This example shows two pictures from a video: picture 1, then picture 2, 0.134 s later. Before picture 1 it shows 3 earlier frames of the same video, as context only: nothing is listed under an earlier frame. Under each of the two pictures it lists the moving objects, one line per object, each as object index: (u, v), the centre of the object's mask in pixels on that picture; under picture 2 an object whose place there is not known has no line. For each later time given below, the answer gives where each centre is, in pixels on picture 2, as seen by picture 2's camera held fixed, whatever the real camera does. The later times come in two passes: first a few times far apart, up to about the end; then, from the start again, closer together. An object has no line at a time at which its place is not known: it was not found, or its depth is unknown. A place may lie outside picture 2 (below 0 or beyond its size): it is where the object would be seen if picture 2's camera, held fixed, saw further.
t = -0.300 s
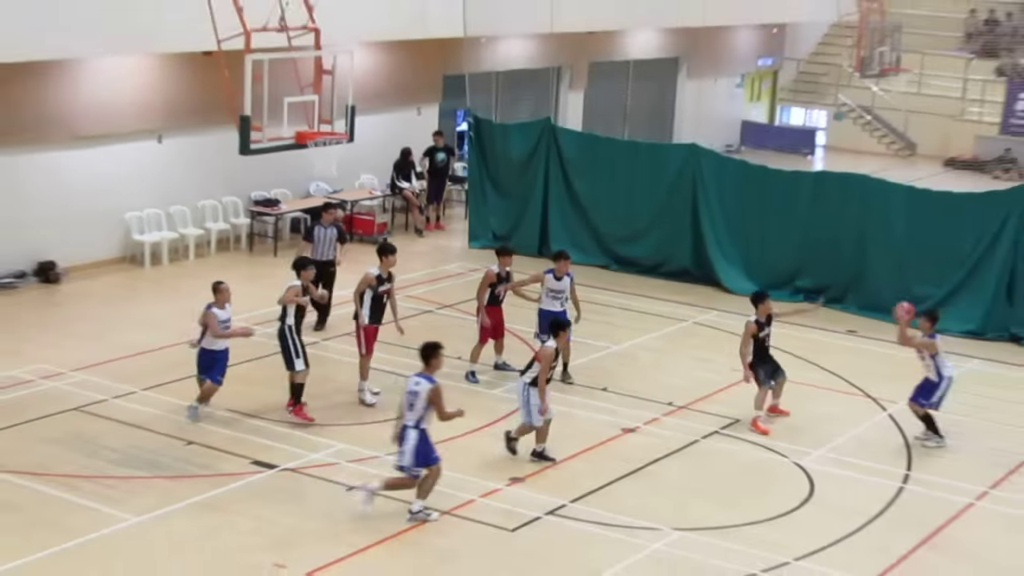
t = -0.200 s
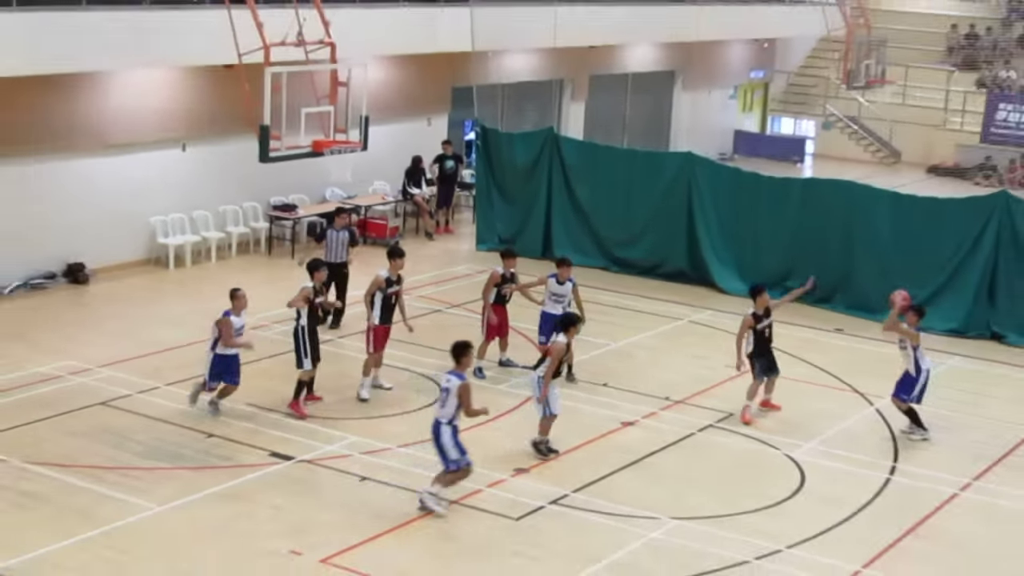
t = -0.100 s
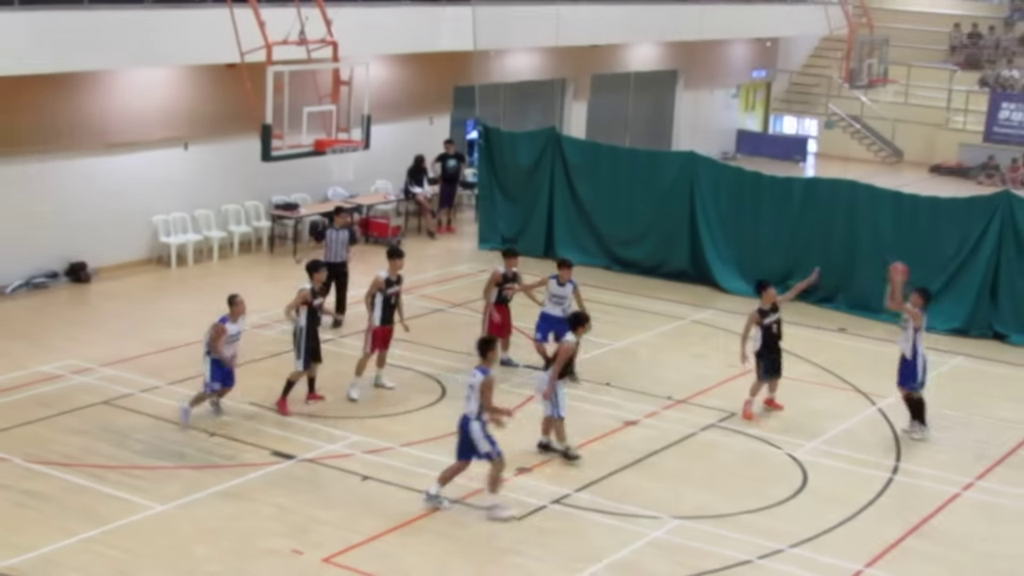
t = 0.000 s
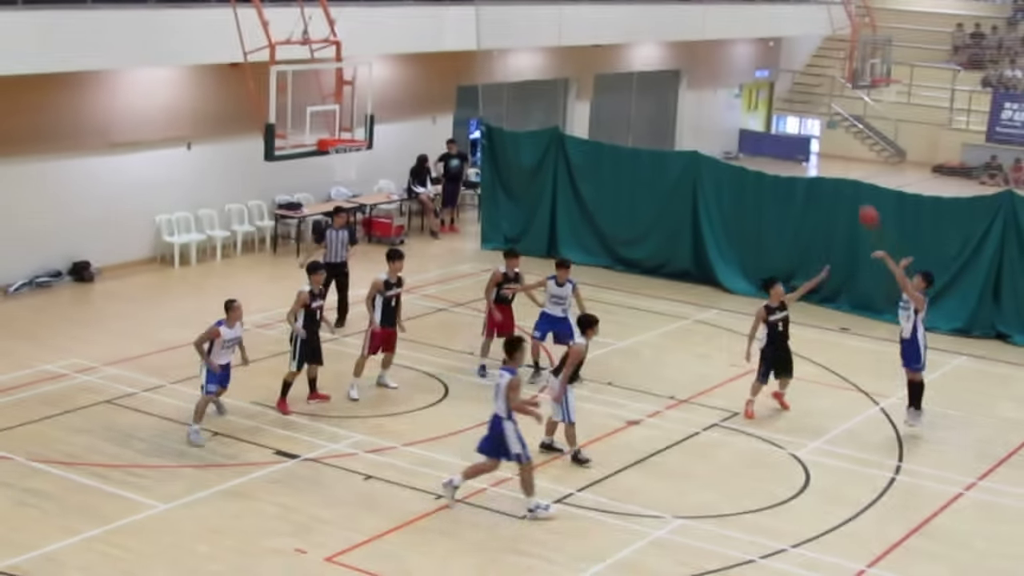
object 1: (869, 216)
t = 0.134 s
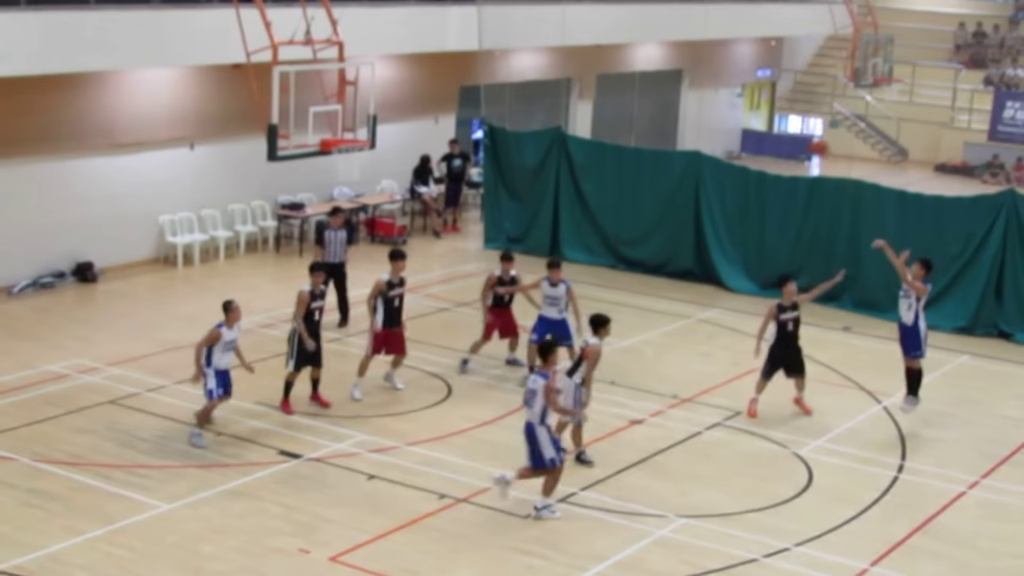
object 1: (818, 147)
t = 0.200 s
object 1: (790, 116)
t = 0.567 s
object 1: (642, 22)
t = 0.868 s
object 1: (516, 26)
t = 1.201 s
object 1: (377, 118)
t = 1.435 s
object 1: (329, 111)
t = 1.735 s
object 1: (352, 119)
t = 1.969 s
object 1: (374, 174)
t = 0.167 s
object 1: (805, 134)
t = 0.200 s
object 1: (790, 116)
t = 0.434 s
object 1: (698, 43)
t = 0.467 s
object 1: (684, 37)
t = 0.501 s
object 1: (670, 31)
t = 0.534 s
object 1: (656, 26)
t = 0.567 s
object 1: (642, 22)
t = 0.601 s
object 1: (628, 18)
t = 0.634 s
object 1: (614, 16)
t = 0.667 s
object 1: (600, 14)
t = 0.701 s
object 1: (586, 14)
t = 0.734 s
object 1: (572, 15)
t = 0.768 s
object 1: (559, 16)
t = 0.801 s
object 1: (545, 18)
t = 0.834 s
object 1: (530, 22)
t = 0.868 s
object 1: (516, 26)
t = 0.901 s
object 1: (502, 31)
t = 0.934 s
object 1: (488, 37)
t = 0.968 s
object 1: (474, 44)
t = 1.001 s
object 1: (460, 51)
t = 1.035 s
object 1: (446, 62)
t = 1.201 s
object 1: (377, 118)
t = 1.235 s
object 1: (363, 131)
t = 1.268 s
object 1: (356, 133)
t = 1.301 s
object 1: (351, 127)
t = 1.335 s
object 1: (345, 123)
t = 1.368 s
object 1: (340, 117)
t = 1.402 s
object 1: (334, 114)
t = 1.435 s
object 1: (329, 111)
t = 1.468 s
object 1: (325, 109)
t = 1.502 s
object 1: (327, 107)
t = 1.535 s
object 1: (332, 105)
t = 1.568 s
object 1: (334, 105)
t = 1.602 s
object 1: (337, 105)
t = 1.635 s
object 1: (341, 107)
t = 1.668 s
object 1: (344, 109)
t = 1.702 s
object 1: (347, 114)
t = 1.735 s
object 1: (352, 119)
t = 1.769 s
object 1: (354, 123)
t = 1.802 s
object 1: (357, 129)
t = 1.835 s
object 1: (362, 136)
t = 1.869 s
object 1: (364, 145)
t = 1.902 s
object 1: (367, 153)
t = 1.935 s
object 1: (371, 163)
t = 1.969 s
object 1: (374, 174)
